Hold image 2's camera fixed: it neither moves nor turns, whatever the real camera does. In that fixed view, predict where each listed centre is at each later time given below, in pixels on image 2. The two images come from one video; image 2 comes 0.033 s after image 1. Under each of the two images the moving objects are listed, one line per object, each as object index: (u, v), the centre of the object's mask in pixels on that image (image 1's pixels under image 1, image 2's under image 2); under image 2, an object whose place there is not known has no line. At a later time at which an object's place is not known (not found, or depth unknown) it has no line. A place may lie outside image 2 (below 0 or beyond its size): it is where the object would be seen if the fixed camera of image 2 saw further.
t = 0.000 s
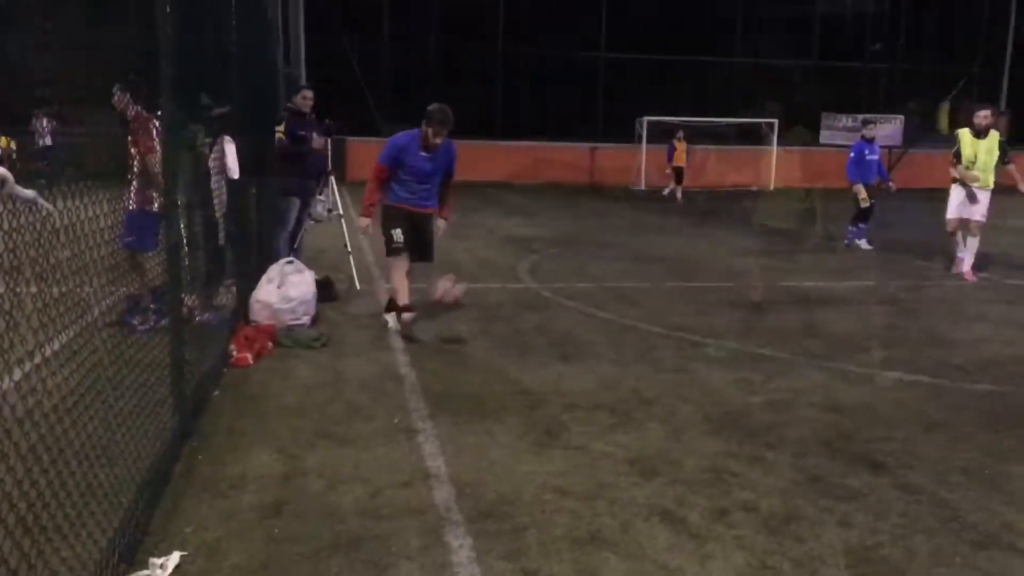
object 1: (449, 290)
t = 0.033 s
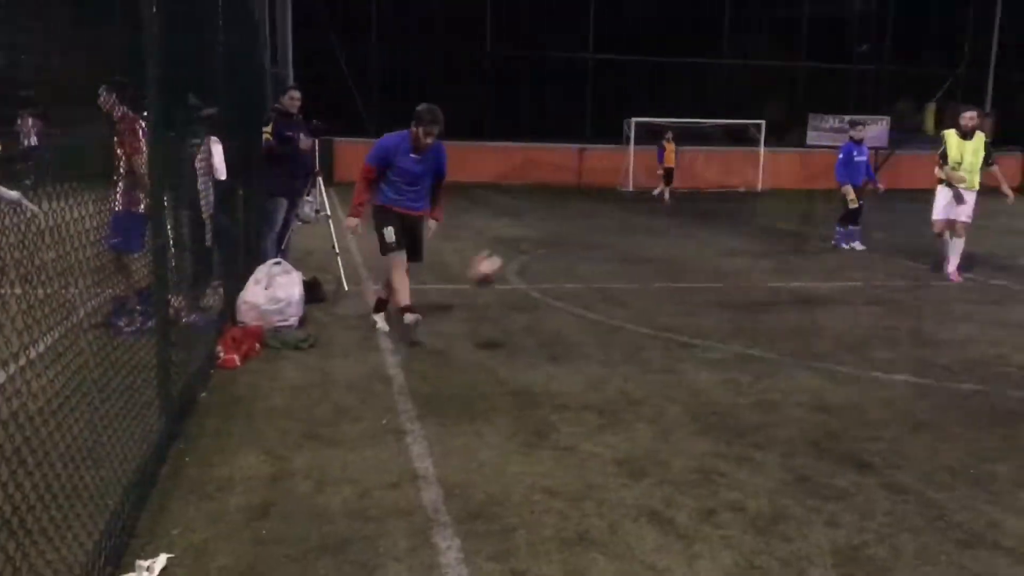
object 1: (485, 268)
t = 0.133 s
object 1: (652, 197)
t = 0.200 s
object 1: (787, 152)
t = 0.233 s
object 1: (867, 127)
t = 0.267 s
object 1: (948, 103)
